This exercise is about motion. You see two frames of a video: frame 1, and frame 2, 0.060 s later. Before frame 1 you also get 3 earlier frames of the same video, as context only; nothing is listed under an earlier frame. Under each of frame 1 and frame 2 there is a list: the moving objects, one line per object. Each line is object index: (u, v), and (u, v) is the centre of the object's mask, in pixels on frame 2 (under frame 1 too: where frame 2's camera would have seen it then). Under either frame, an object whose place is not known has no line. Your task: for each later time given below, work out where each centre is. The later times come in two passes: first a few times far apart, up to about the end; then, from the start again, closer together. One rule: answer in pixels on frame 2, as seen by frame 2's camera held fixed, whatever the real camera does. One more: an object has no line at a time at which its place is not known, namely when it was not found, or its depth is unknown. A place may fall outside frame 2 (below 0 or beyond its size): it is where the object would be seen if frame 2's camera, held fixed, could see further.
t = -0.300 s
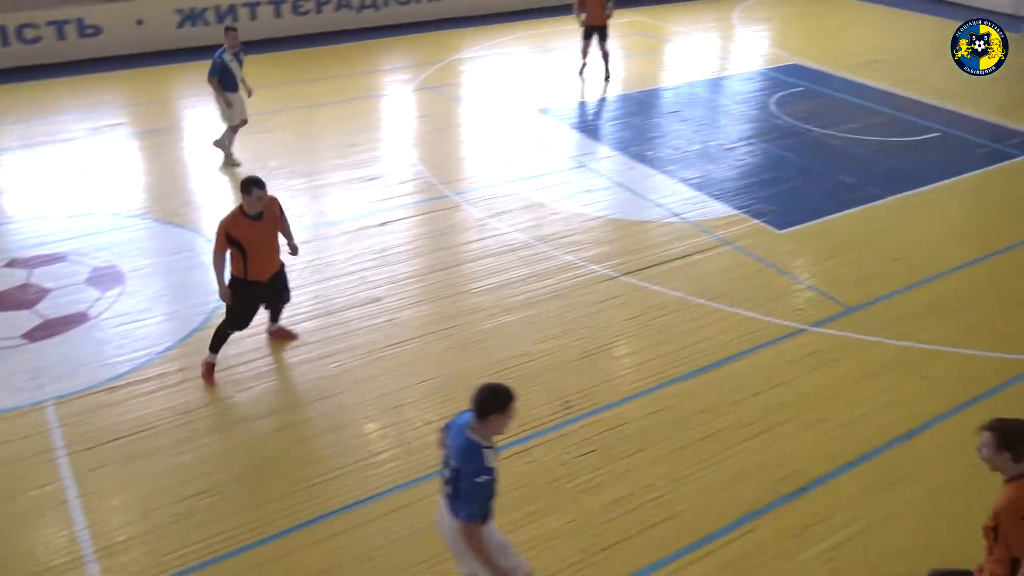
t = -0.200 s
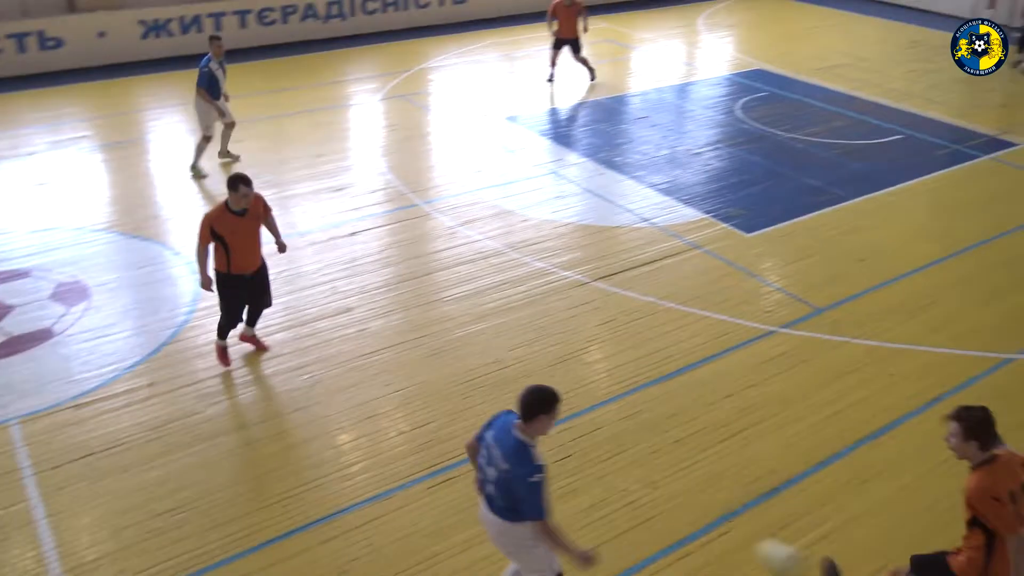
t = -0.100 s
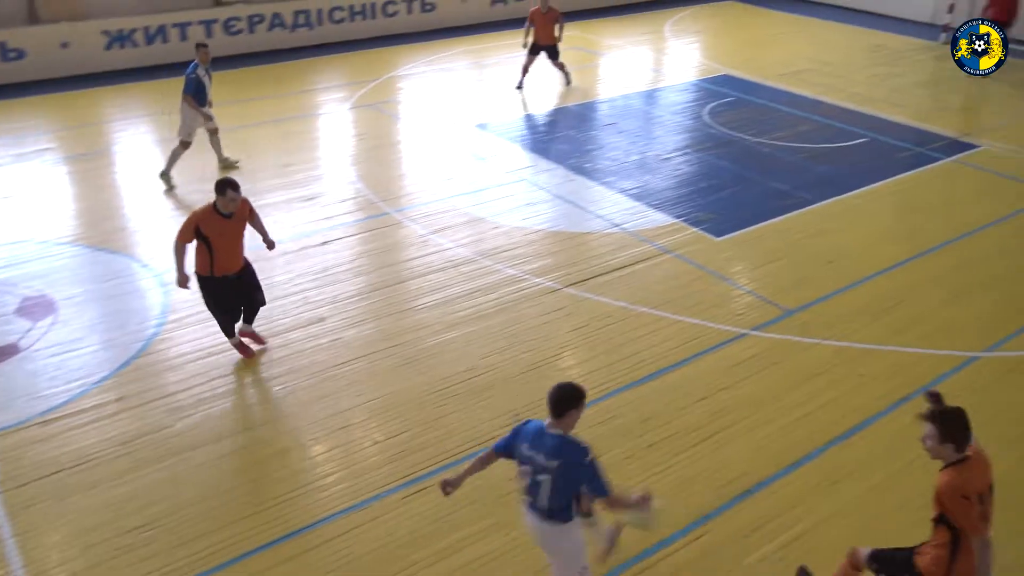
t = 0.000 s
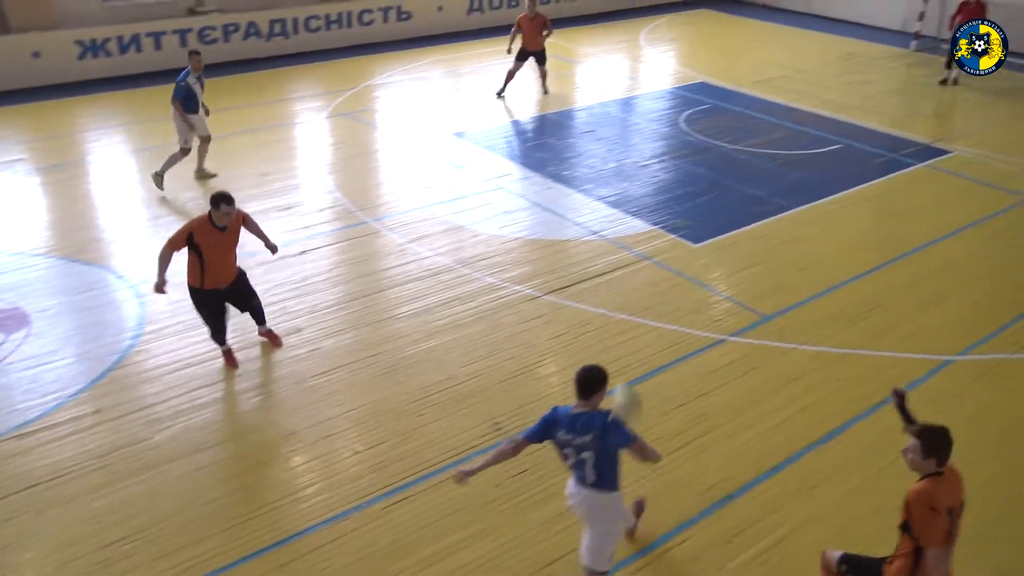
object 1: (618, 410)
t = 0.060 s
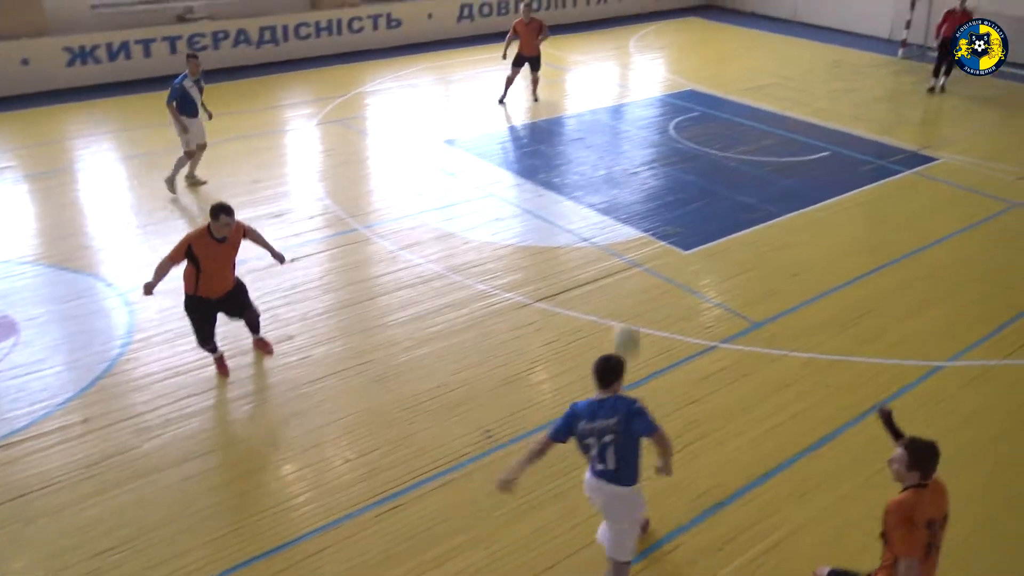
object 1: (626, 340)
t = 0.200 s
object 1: (639, 213)
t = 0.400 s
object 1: (650, 95)
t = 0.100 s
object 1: (630, 299)
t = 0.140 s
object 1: (634, 265)
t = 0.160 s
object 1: (636, 248)
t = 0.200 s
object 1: (639, 213)
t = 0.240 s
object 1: (643, 184)
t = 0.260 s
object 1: (644, 170)
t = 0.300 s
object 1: (646, 145)
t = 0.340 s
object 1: (648, 123)
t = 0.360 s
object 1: (648, 113)
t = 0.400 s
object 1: (650, 95)
